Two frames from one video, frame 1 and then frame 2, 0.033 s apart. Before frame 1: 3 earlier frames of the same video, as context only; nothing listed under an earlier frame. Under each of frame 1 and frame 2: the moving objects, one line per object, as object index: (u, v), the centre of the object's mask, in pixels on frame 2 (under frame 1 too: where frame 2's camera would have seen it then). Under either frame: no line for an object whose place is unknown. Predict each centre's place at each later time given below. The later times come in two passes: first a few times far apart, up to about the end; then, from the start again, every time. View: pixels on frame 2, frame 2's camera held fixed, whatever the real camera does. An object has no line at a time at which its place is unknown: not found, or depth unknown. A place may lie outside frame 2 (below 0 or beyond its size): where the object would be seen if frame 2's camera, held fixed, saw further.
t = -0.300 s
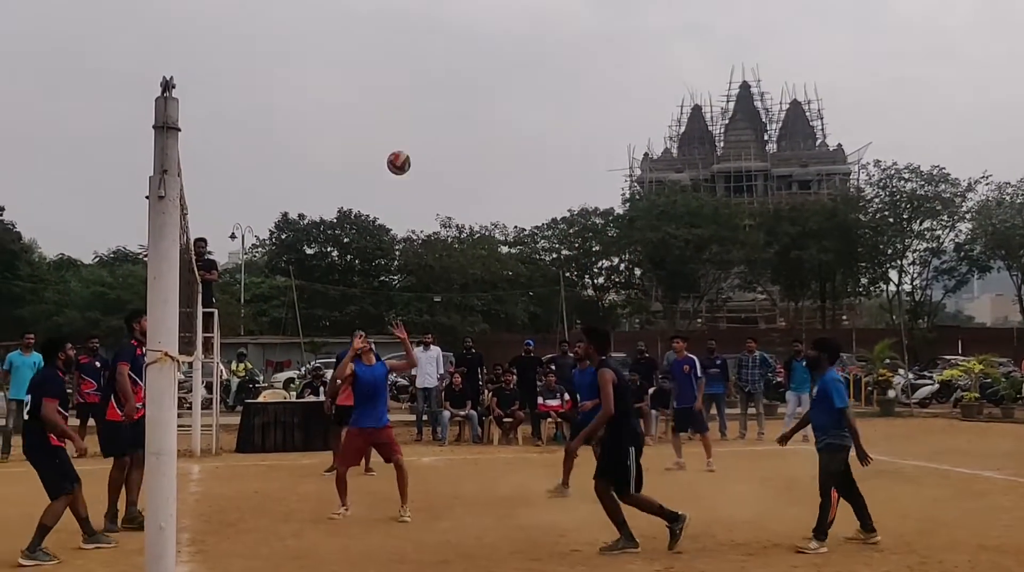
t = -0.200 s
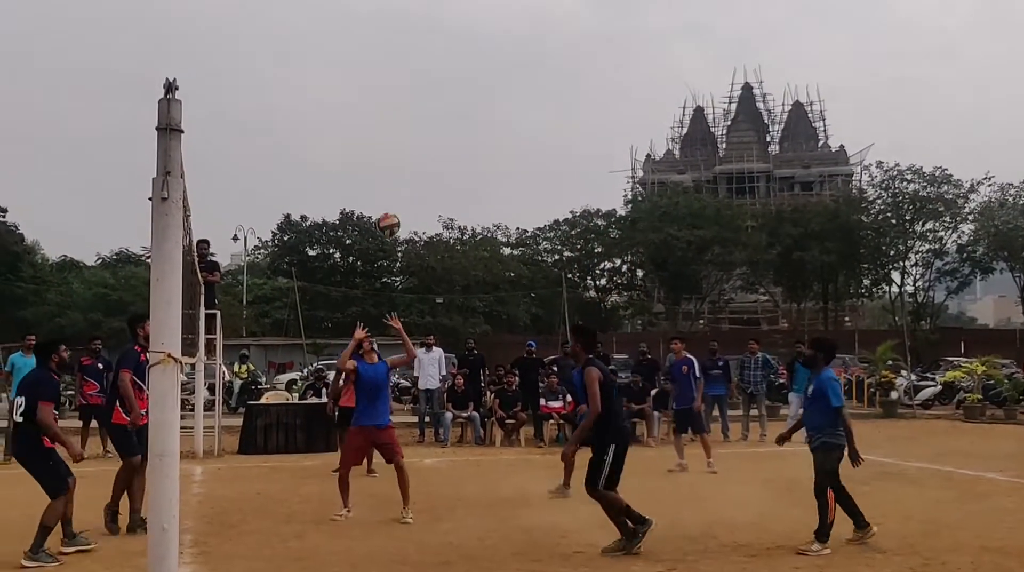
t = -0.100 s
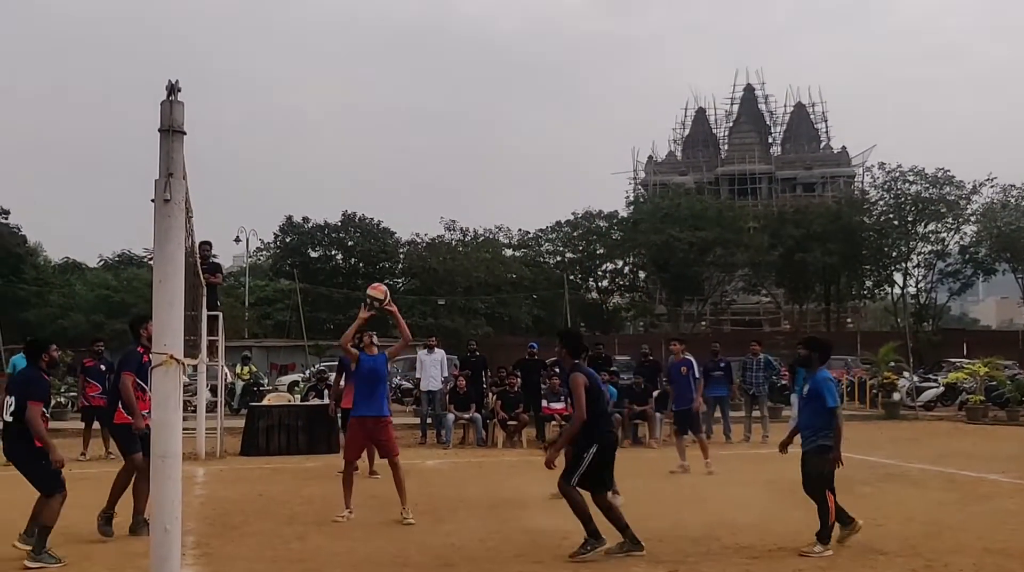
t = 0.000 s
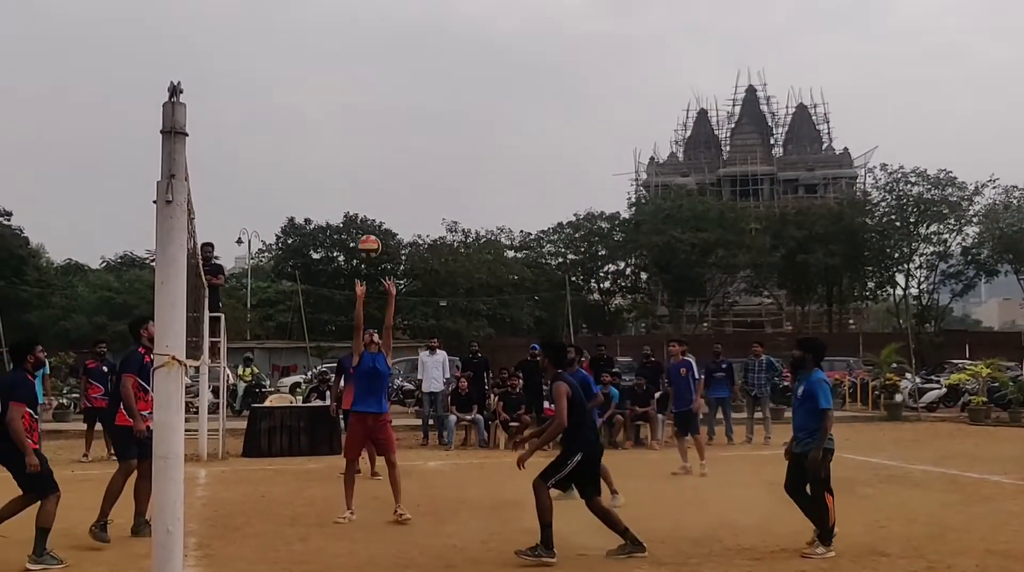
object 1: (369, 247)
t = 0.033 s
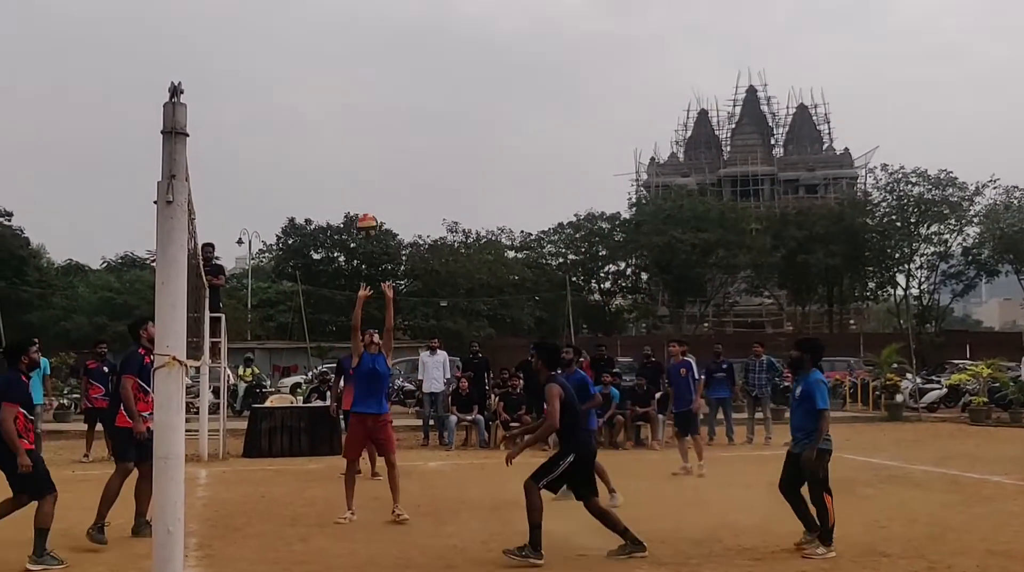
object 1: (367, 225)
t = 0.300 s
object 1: (341, 87)
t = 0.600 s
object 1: (308, 18)
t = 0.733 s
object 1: (292, 19)
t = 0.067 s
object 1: (364, 204)
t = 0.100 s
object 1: (361, 184)
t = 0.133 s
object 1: (357, 165)
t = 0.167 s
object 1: (354, 148)
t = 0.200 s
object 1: (351, 131)
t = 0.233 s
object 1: (348, 115)
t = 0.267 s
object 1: (344, 100)
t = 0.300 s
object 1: (341, 87)
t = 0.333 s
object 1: (338, 74)
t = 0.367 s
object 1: (334, 63)
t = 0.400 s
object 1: (331, 53)
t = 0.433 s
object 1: (327, 44)
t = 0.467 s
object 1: (324, 36)
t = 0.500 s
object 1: (320, 30)
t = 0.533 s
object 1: (316, 25)
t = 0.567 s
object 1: (312, 21)
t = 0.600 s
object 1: (308, 18)
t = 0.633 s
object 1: (304, 16)
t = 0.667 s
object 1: (301, 16)
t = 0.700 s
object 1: (296, 17)
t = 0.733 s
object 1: (292, 19)
